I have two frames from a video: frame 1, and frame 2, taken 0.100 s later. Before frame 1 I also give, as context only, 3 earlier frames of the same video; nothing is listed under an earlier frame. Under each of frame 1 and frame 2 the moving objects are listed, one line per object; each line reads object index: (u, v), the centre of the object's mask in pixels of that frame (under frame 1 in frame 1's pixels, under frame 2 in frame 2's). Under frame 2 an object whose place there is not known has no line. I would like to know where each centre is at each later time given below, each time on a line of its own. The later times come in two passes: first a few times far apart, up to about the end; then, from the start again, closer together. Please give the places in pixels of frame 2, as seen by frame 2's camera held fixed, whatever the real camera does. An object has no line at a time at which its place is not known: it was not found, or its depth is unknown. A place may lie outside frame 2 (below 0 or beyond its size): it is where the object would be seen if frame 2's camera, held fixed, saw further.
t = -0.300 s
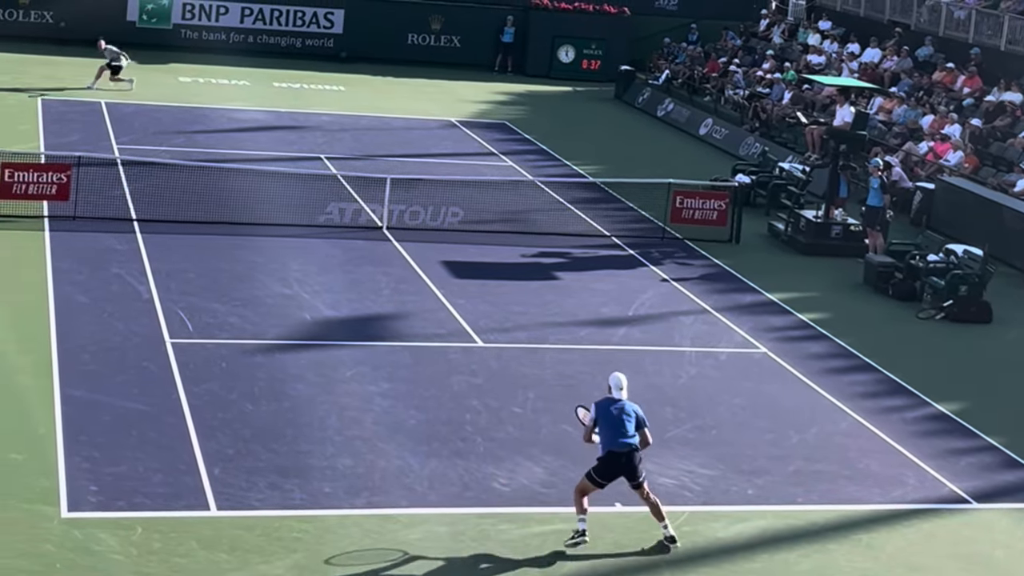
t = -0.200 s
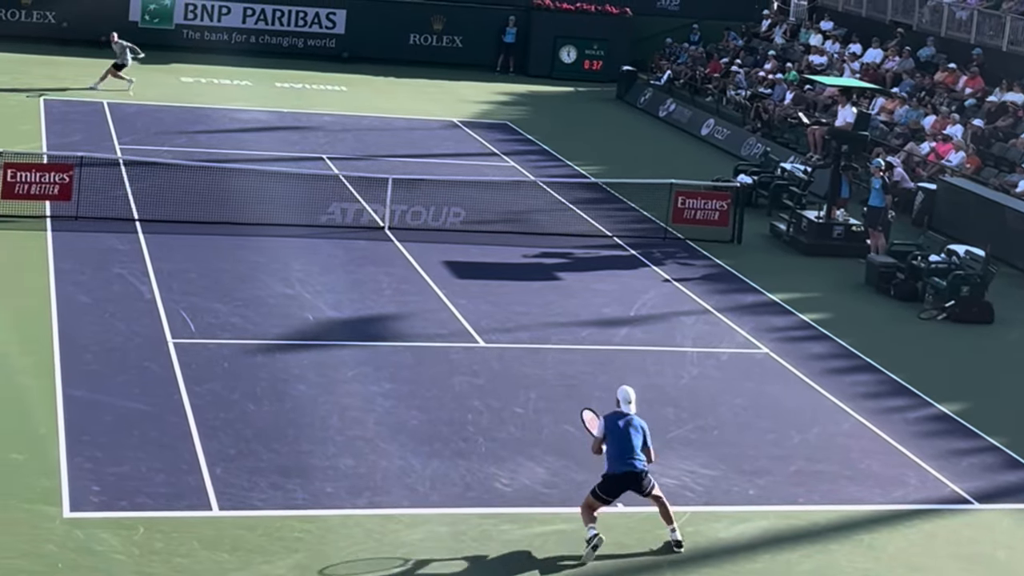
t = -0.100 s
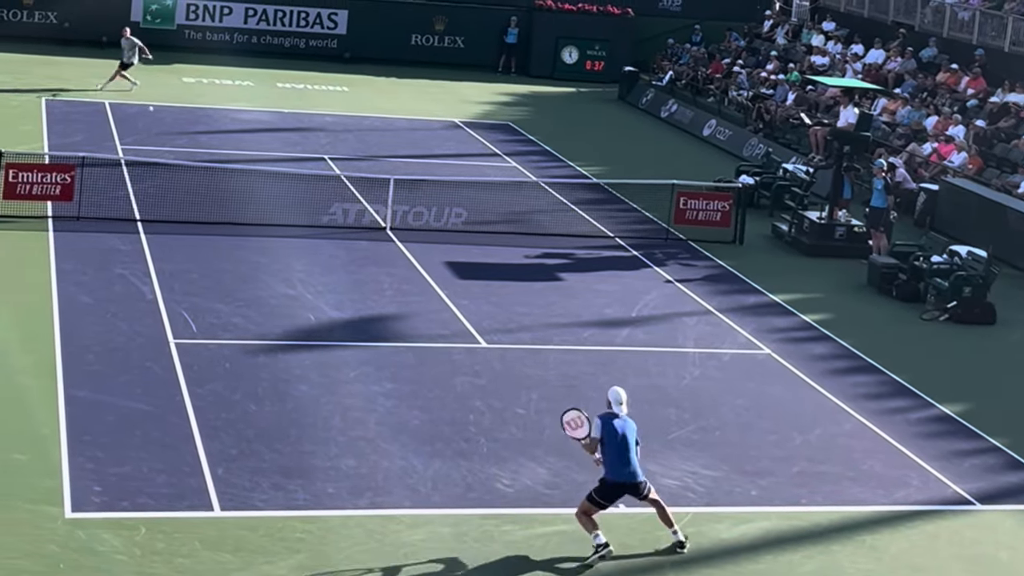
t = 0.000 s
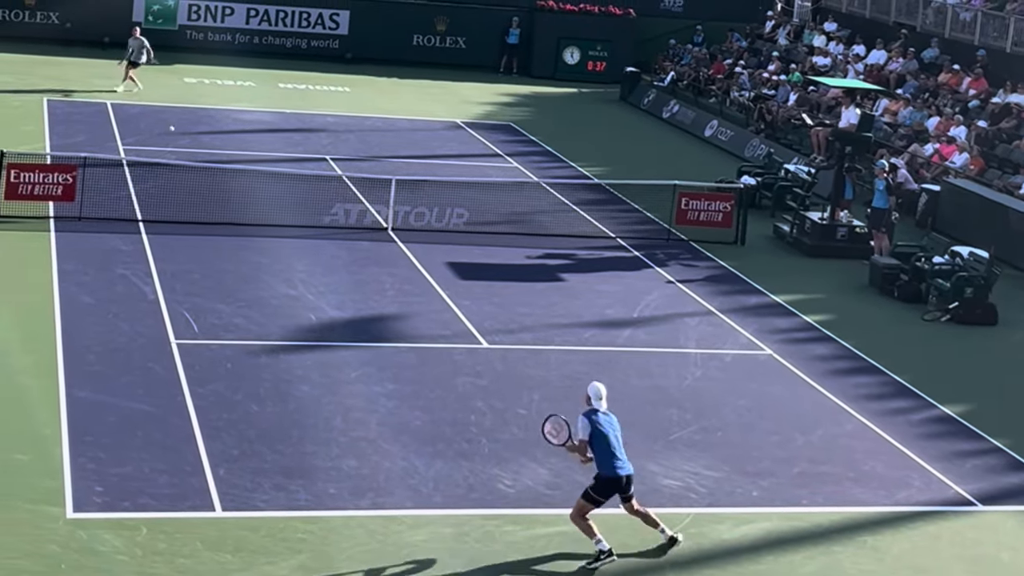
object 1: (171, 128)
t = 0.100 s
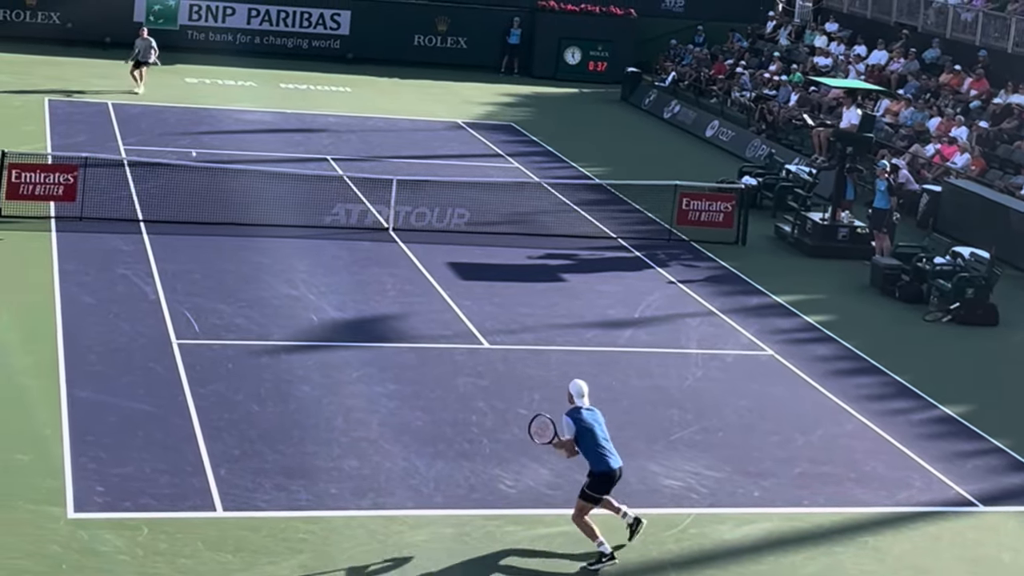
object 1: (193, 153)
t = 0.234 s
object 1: (222, 198)
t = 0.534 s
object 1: (296, 354)
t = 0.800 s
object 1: (362, 375)
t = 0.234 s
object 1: (222, 198)
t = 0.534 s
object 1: (296, 354)
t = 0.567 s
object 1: (306, 358)
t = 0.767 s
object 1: (354, 369)
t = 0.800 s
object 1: (362, 375)
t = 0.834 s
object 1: (371, 381)
